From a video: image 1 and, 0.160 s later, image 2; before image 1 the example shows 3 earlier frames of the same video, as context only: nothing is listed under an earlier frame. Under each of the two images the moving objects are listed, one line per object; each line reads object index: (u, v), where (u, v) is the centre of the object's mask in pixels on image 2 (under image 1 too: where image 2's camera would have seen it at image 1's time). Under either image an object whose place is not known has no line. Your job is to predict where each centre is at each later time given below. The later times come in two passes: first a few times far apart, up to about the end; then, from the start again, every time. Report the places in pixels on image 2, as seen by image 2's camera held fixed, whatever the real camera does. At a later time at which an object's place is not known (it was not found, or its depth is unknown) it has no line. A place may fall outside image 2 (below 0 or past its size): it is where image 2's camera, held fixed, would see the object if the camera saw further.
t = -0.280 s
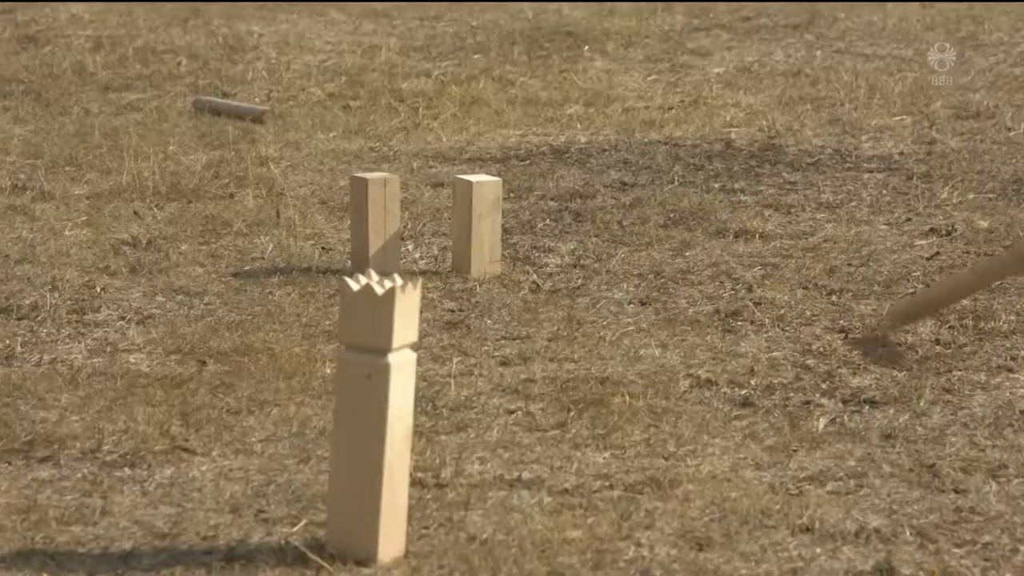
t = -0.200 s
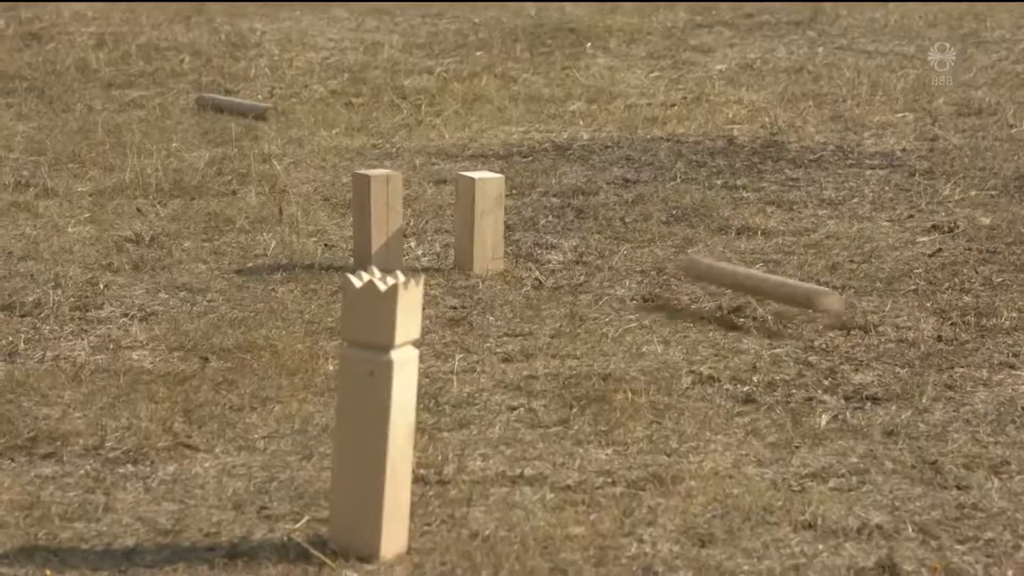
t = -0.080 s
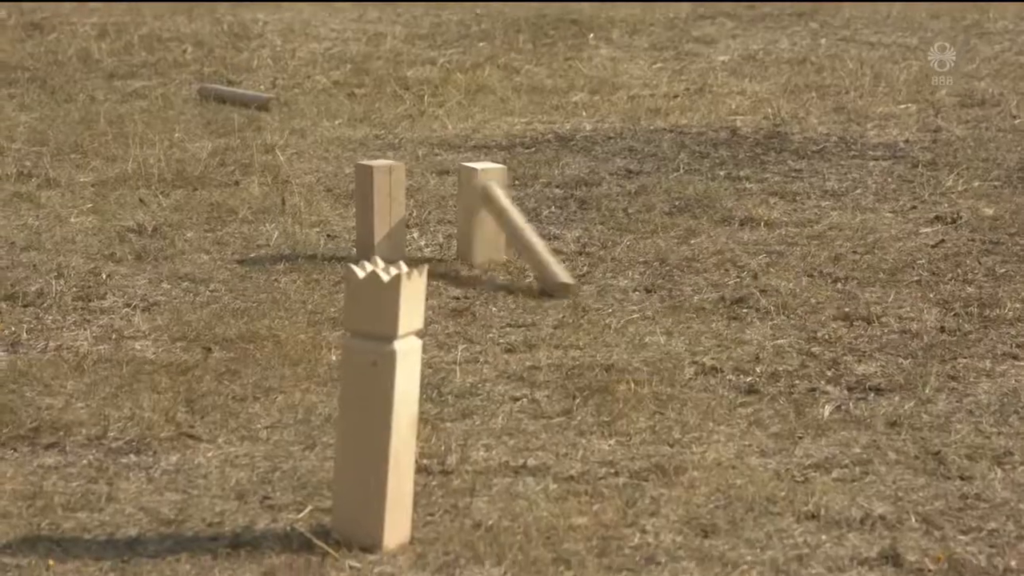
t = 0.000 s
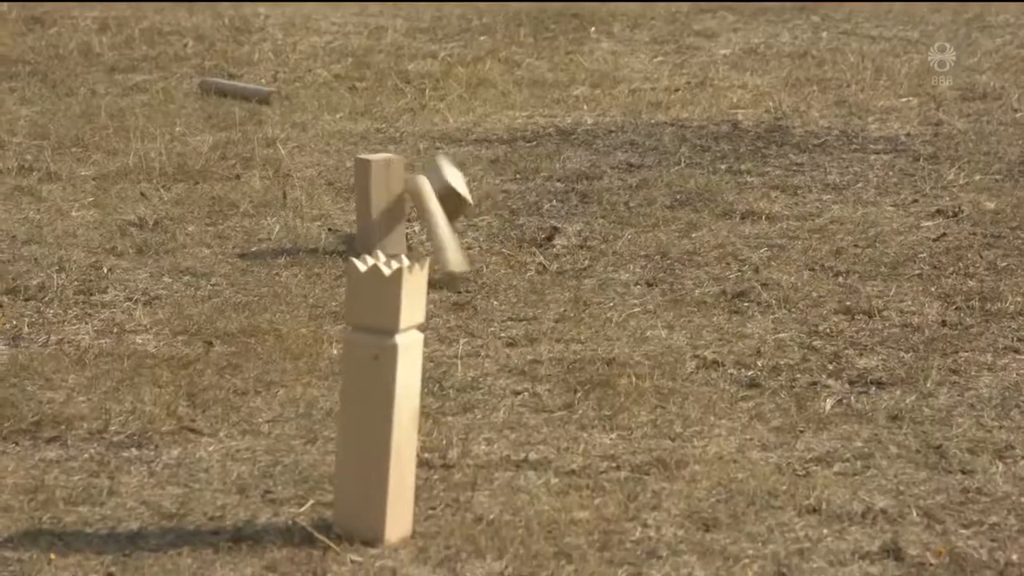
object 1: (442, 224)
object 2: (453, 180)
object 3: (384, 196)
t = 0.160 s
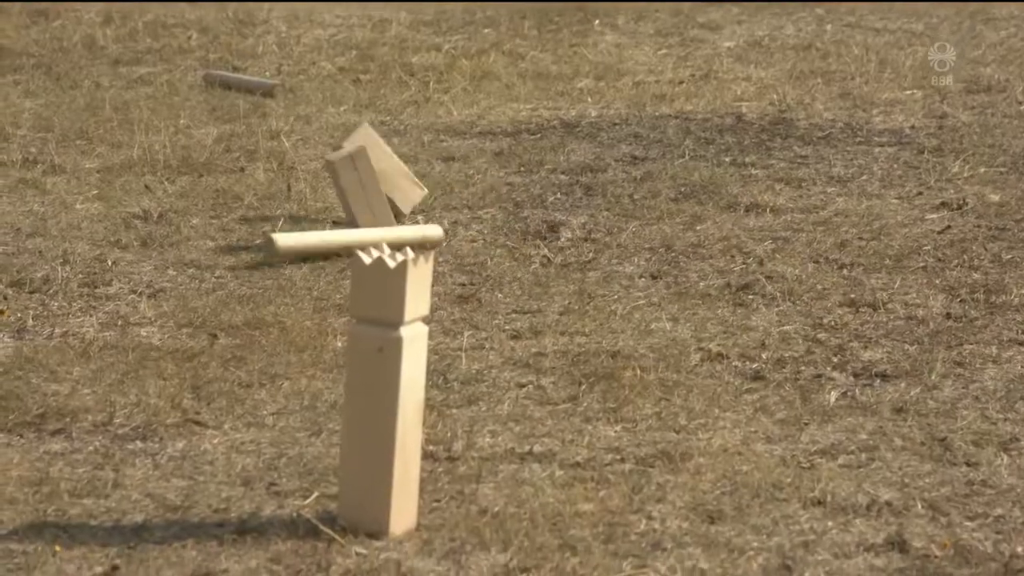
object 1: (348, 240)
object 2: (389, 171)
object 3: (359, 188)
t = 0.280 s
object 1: (311, 239)
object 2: (375, 193)
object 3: (336, 196)
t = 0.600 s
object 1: (294, 240)
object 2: (360, 189)
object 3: (307, 214)
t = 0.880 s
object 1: (294, 239)
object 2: (358, 191)
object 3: (308, 214)
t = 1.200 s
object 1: (294, 240)
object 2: (358, 192)
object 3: (309, 214)
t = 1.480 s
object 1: (293, 239)
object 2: (358, 192)
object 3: (309, 214)
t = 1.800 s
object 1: (294, 239)
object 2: (358, 192)
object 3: (308, 214)
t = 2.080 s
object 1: (294, 239)
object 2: (359, 192)
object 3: (308, 214)
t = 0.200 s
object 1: (334, 242)
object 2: (379, 177)
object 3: (353, 190)
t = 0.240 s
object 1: (323, 240)
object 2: (384, 192)
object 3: (347, 192)
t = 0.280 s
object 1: (311, 239)
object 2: (375, 193)
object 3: (336, 196)
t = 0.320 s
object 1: (310, 239)
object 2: (363, 189)
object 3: (327, 203)
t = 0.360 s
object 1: (299, 240)
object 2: (347, 187)
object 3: (318, 213)
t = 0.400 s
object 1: (296, 240)
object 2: (348, 185)
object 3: (318, 213)
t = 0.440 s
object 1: (297, 239)
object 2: (356, 187)
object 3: (314, 210)
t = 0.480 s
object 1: (295, 240)
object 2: (361, 191)
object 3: (309, 211)
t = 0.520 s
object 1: (294, 240)
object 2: (358, 190)
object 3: (306, 215)
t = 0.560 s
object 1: (295, 240)
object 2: (359, 188)
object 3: (305, 214)
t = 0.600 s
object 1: (294, 240)
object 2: (360, 189)
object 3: (307, 214)
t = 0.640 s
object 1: (294, 240)
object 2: (358, 190)
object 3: (308, 215)
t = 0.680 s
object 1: (294, 240)
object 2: (358, 192)
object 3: (309, 214)
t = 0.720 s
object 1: (294, 240)
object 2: (357, 190)
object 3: (309, 213)
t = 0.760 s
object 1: (294, 240)
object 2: (357, 190)
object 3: (309, 214)
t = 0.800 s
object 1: (294, 240)
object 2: (357, 192)
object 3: (308, 214)
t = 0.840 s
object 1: (294, 240)
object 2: (358, 192)
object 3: (308, 214)
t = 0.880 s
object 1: (294, 239)
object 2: (358, 191)
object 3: (308, 214)
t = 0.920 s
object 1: (294, 240)
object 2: (358, 191)
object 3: (309, 214)
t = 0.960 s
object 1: (294, 240)
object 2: (358, 191)
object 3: (309, 214)
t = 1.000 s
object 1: (294, 240)
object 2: (358, 192)
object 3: (309, 214)
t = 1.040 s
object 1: (294, 240)
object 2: (358, 192)
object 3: (309, 214)
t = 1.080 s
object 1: (294, 240)
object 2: (358, 192)
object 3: (309, 214)
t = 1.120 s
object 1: (294, 240)
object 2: (358, 192)
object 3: (309, 214)
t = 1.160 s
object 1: (294, 240)
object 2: (358, 192)
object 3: (309, 214)
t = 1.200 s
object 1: (294, 240)
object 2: (358, 192)
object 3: (309, 214)
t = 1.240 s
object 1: (294, 240)
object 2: (358, 192)
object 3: (309, 214)
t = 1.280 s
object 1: (294, 240)
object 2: (357, 192)
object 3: (309, 214)
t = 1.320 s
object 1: (294, 240)
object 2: (357, 192)
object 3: (309, 214)
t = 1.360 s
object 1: (294, 240)
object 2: (358, 192)
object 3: (309, 214)
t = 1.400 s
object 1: (294, 240)
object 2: (358, 192)
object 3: (309, 214)
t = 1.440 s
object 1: (294, 240)
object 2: (357, 192)
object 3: (309, 214)
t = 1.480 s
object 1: (293, 239)
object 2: (358, 192)
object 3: (309, 214)
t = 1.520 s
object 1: (294, 239)
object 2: (358, 191)
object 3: (309, 214)
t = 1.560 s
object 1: (293, 239)
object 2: (358, 192)
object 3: (309, 214)
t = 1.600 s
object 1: (293, 239)
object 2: (358, 192)
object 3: (309, 214)
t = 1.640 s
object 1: (294, 239)
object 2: (358, 192)
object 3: (309, 214)
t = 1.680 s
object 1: (293, 239)
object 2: (358, 192)
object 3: (309, 214)
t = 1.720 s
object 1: (293, 239)
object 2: (358, 192)
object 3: (309, 214)
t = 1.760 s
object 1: (293, 239)
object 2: (358, 192)
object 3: (308, 214)
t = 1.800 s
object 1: (294, 239)
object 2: (358, 192)
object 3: (308, 214)
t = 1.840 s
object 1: (293, 239)
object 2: (358, 192)
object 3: (308, 214)
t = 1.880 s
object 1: (294, 239)
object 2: (358, 192)
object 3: (308, 214)
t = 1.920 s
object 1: (294, 239)
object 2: (358, 192)
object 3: (308, 214)
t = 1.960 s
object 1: (293, 239)
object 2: (358, 192)
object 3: (308, 214)
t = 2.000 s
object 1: (294, 239)
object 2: (358, 192)
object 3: (308, 214)
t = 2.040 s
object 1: (294, 239)
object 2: (358, 192)
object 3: (308, 214)
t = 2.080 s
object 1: (294, 239)
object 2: (359, 192)
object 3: (308, 214)
